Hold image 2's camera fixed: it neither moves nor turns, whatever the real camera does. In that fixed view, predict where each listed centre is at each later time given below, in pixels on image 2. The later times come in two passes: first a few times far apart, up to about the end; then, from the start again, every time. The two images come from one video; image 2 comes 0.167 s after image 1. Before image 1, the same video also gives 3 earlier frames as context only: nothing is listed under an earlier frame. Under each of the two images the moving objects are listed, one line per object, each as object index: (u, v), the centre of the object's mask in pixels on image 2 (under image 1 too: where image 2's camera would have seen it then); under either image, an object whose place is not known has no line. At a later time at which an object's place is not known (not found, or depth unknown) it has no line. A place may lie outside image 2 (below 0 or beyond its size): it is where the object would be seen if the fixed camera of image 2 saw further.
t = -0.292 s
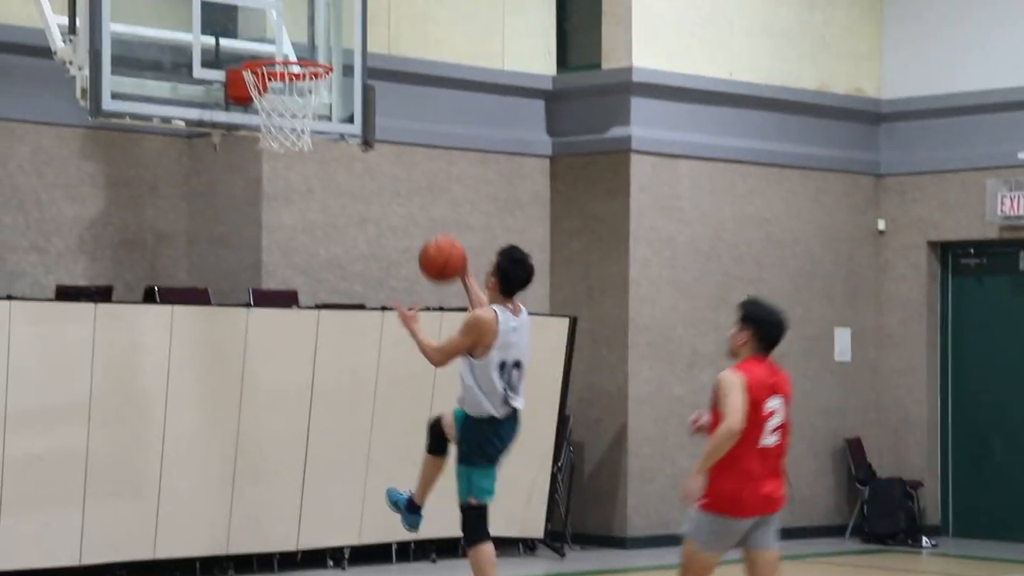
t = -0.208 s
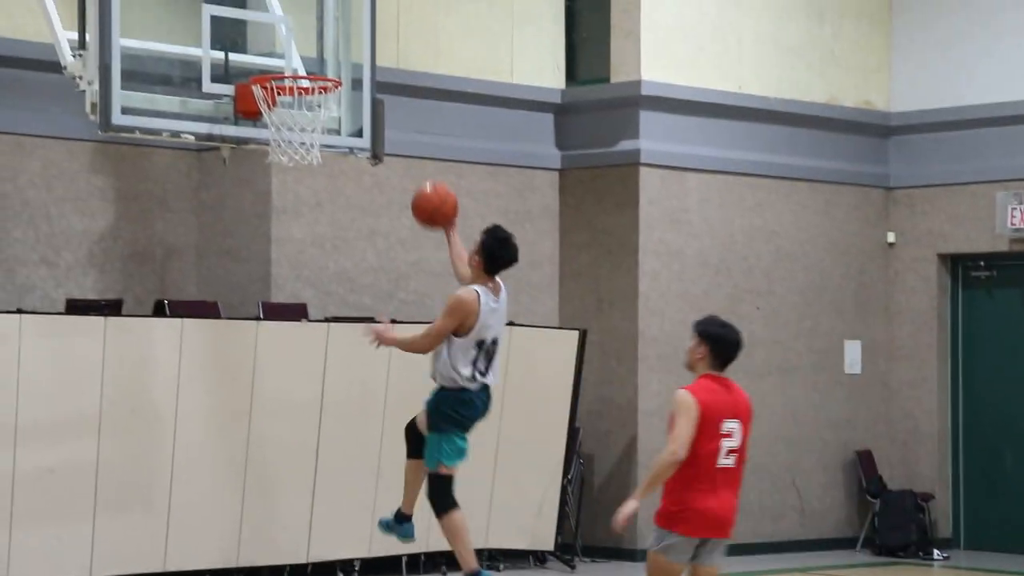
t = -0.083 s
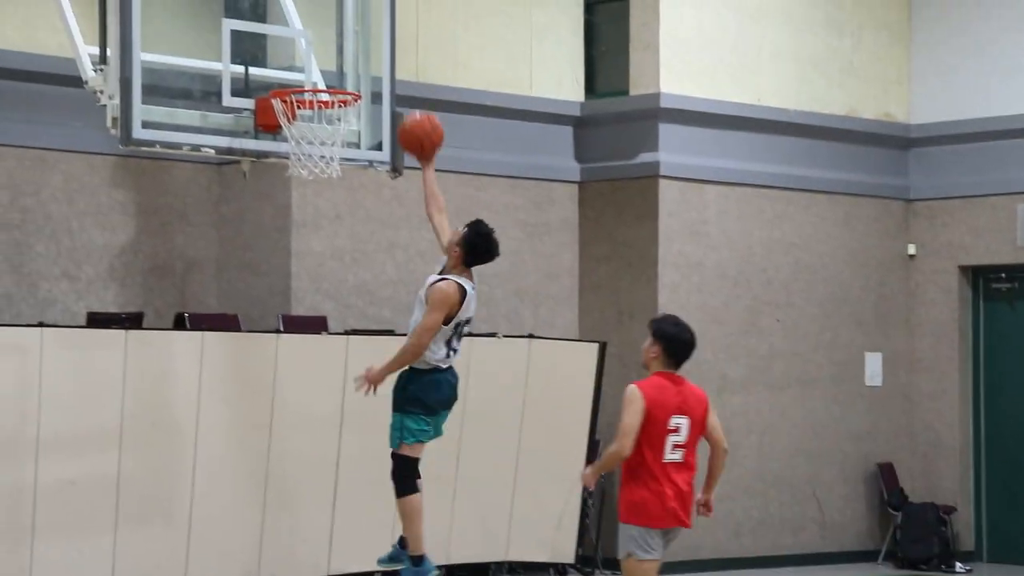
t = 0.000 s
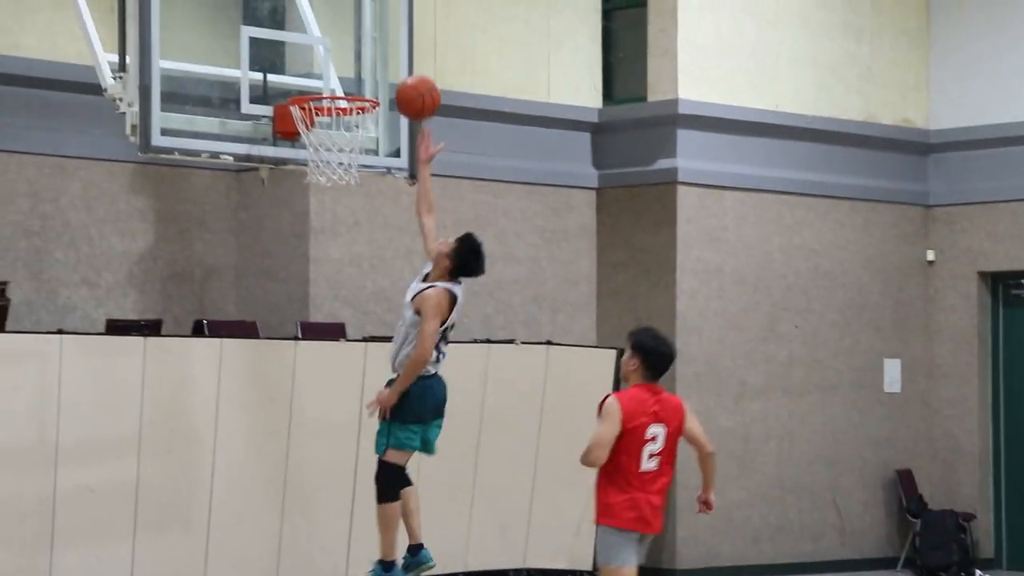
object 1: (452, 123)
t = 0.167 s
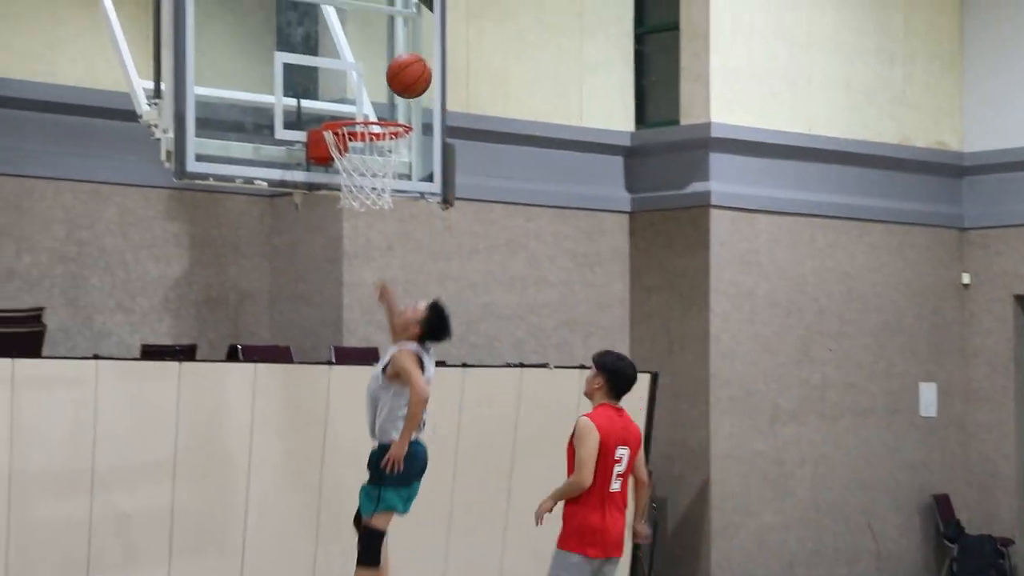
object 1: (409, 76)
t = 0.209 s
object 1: (399, 71)
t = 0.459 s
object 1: (344, 107)
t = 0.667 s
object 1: (392, 99)
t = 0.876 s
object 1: (384, 103)
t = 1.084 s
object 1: (366, 133)
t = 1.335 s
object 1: (355, 229)
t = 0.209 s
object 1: (399, 71)
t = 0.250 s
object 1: (389, 71)
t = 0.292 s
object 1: (380, 74)
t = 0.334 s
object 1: (370, 80)
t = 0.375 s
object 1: (360, 89)
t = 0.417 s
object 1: (350, 100)
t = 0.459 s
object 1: (344, 107)
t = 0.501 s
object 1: (359, 105)
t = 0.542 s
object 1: (375, 106)
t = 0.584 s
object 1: (390, 108)
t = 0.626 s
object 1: (394, 105)
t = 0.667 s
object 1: (392, 99)
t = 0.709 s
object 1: (391, 95)
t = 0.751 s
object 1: (389, 93)
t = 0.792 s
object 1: (387, 94)
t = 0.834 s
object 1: (385, 98)
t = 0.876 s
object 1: (384, 103)
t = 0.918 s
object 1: (381, 107)
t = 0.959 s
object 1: (378, 105)
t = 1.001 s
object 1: (374, 107)
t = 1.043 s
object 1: (371, 118)
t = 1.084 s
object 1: (366, 133)
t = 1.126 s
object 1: (362, 145)
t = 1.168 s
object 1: (359, 161)
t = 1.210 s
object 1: (356, 178)
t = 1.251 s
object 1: (354, 195)
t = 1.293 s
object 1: (355, 213)
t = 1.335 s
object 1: (355, 229)
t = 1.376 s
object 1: (355, 252)
